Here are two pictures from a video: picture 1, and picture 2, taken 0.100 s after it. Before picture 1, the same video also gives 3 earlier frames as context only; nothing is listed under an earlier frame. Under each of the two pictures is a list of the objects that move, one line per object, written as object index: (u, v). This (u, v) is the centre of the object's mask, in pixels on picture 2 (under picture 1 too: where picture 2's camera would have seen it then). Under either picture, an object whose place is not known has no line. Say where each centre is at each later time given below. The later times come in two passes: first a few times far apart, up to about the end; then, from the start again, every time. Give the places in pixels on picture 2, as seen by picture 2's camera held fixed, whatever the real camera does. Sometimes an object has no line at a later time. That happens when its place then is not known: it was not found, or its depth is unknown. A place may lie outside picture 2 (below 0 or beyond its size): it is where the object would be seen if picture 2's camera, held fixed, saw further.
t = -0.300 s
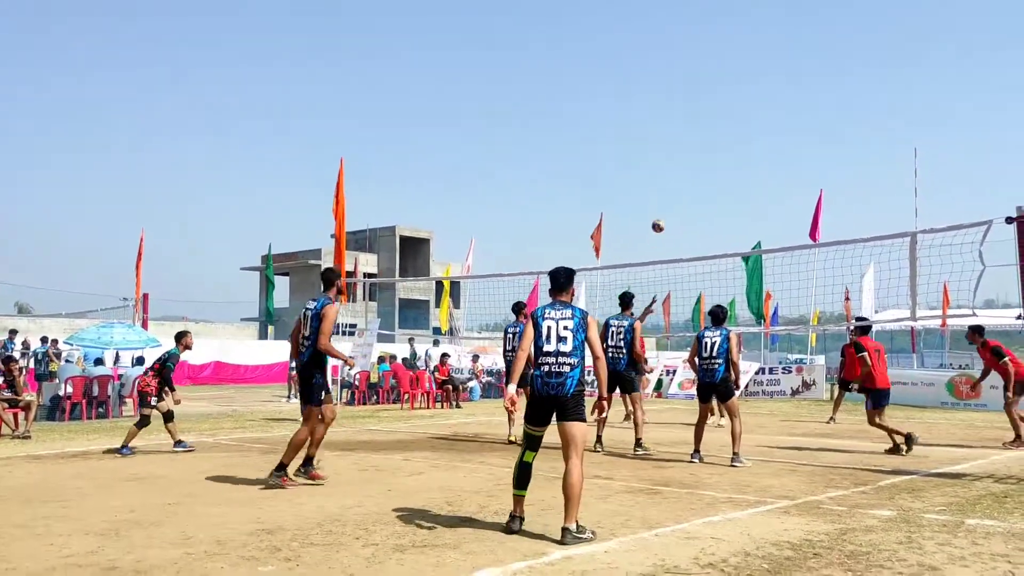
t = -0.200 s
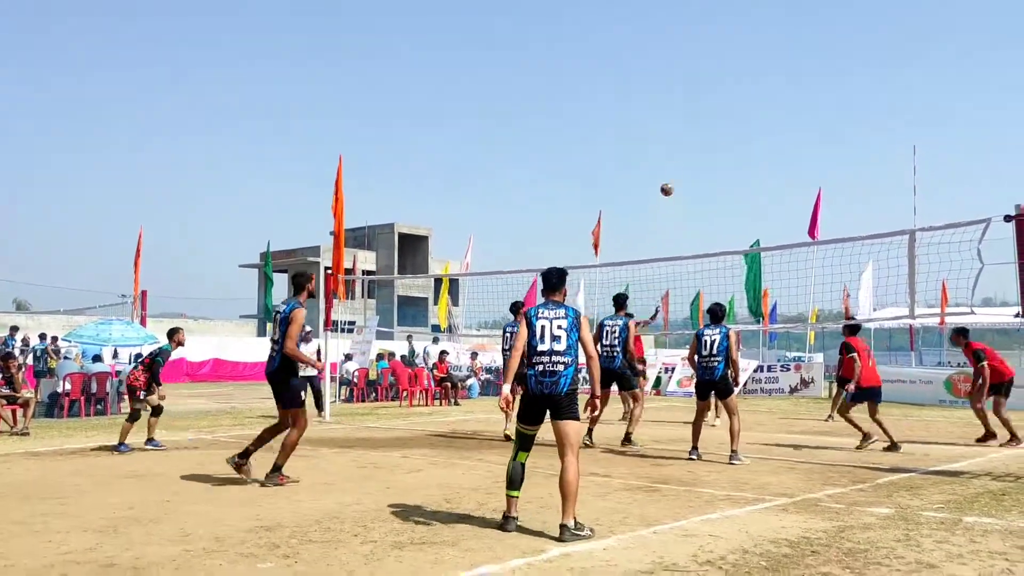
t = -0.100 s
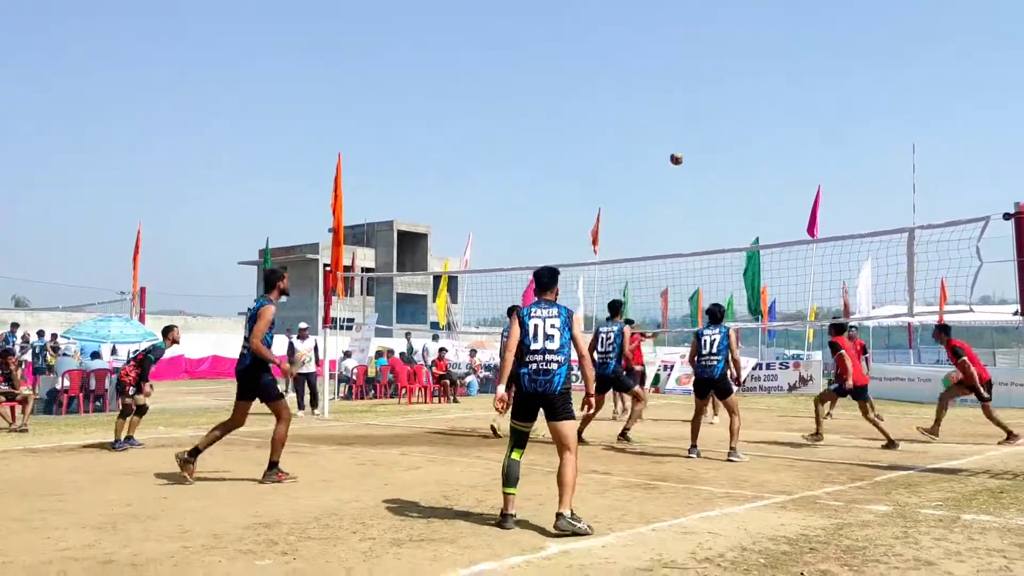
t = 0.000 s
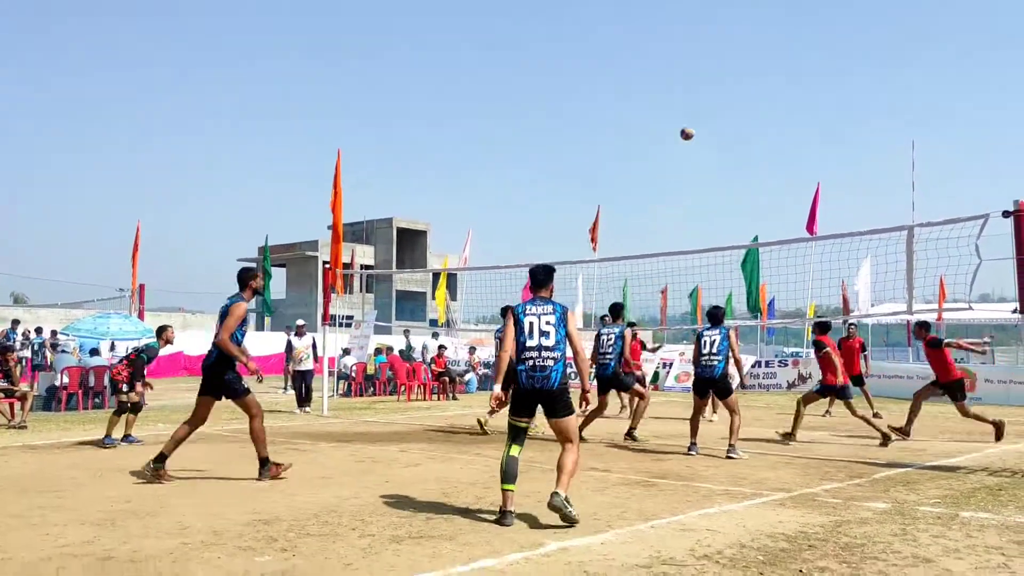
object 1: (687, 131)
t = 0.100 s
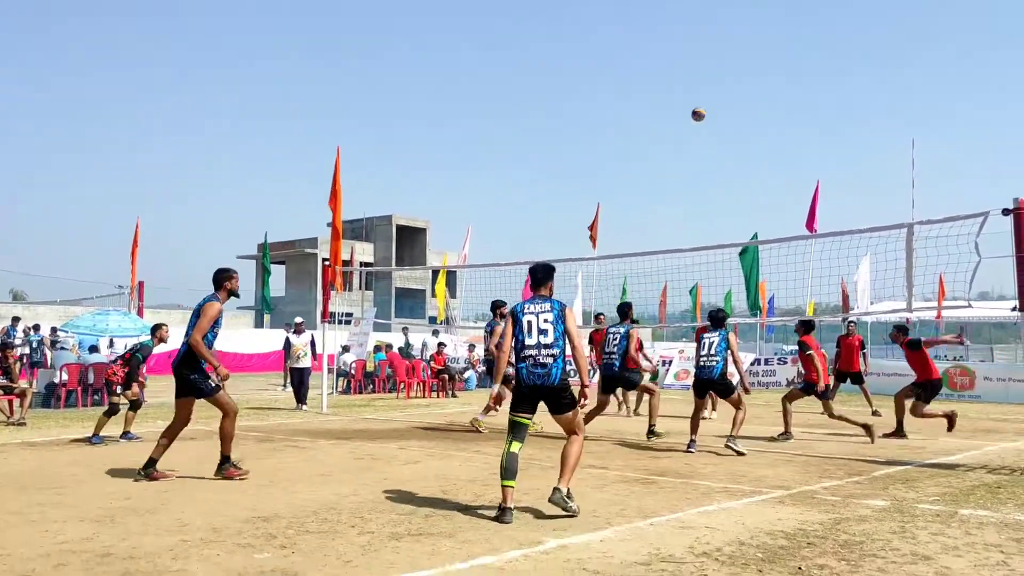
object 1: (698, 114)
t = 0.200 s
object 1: (710, 104)
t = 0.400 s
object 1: (733, 102)
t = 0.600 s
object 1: (759, 129)
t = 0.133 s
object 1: (702, 110)
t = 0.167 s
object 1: (706, 107)
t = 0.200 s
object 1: (710, 104)
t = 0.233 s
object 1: (714, 102)
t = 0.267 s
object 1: (718, 101)
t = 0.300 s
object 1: (721, 100)
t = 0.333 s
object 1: (725, 99)
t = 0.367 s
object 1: (729, 100)
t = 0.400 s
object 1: (733, 102)
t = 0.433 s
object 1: (738, 105)
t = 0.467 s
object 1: (742, 107)
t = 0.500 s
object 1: (747, 112)
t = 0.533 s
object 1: (751, 116)
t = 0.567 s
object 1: (755, 123)
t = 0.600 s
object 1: (759, 129)
